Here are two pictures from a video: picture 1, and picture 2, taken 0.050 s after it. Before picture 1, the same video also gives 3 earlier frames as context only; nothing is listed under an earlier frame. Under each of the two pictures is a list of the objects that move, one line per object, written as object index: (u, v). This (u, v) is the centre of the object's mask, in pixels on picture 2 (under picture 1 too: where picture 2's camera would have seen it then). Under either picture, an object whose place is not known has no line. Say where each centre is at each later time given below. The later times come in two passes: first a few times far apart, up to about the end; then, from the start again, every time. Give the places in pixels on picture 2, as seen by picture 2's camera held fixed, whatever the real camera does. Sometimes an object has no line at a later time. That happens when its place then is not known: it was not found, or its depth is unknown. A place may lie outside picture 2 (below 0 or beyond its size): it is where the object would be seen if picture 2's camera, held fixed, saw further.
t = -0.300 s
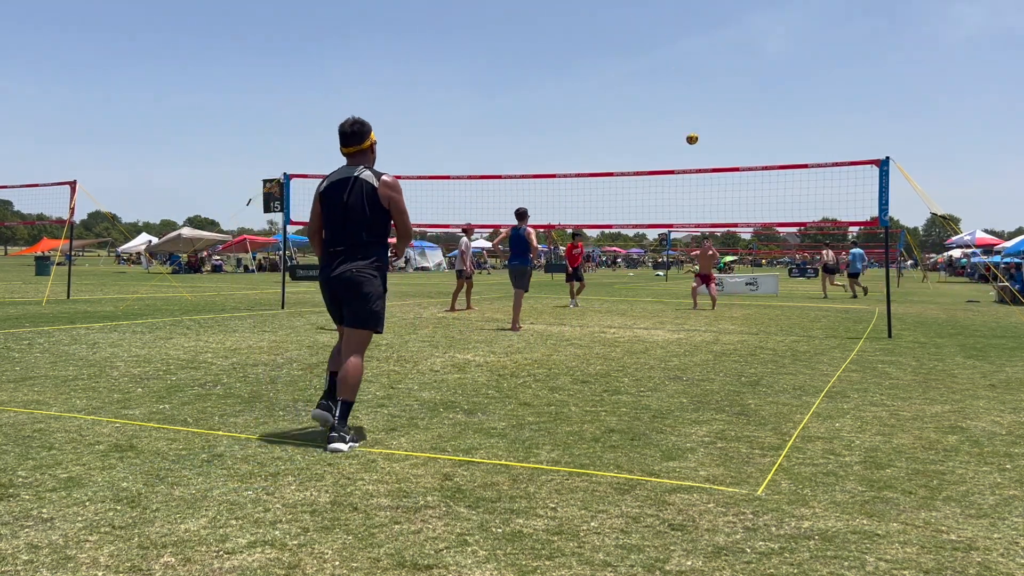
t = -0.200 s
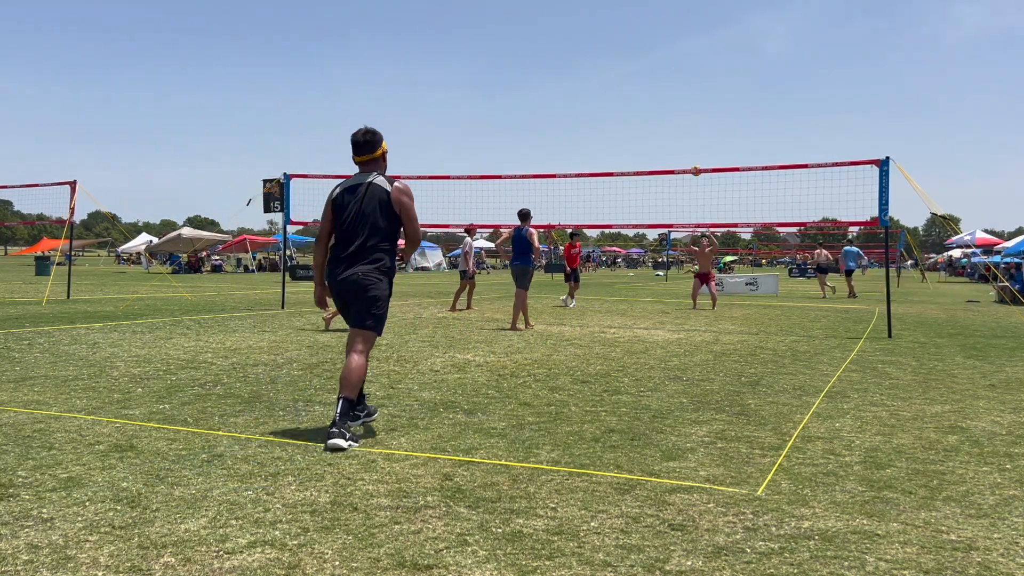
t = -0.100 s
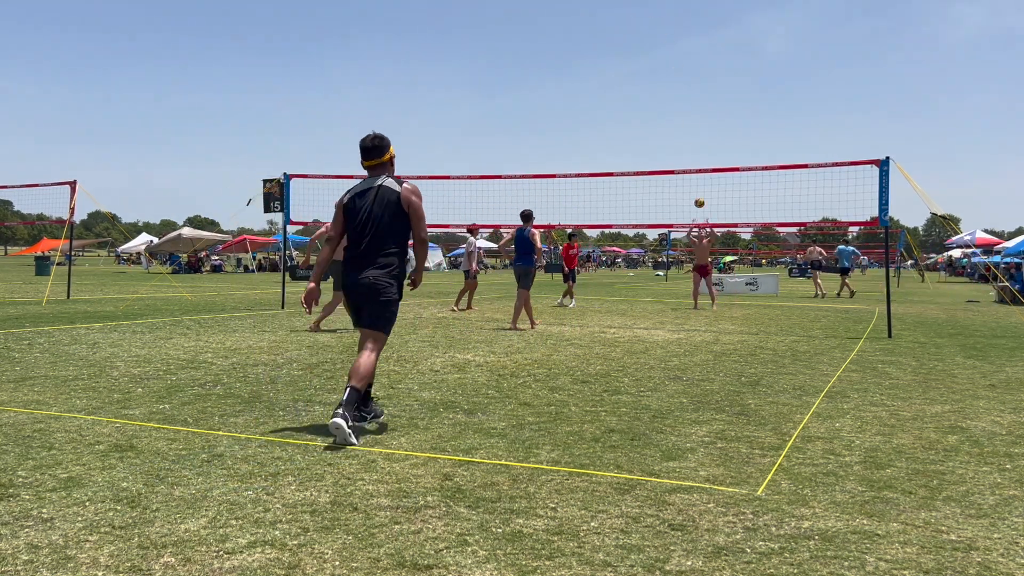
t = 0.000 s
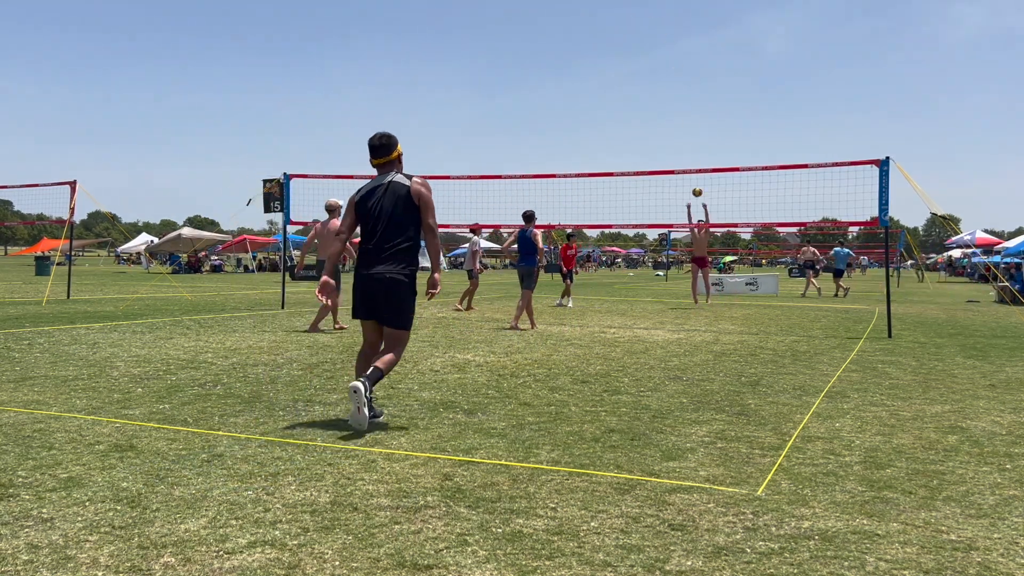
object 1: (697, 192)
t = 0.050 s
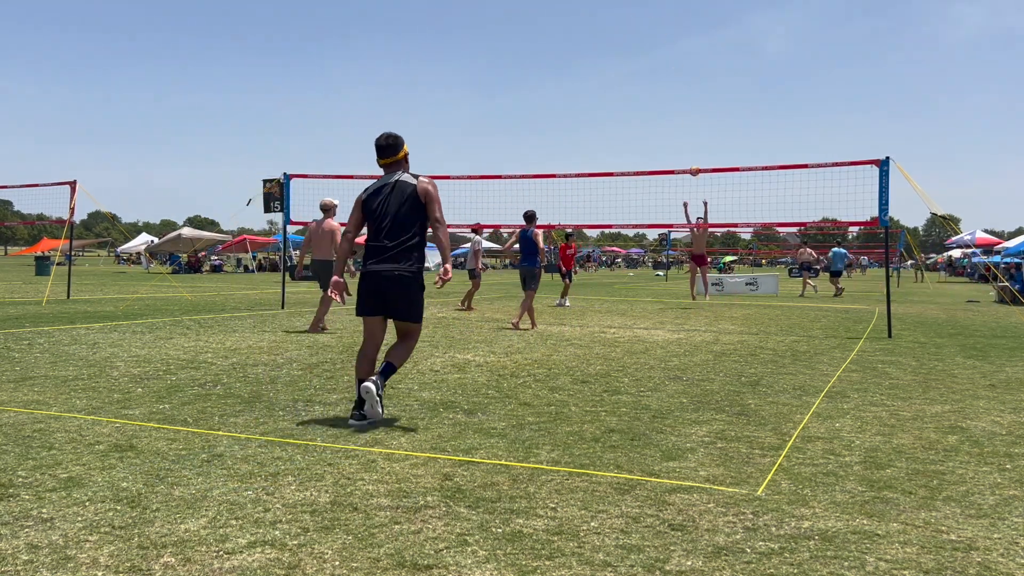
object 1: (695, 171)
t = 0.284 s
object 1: (680, 90)
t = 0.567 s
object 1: (661, 28)
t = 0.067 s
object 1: (693, 164)
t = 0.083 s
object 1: (692, 158)
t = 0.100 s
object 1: (691, 152)
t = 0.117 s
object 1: (690, 145)
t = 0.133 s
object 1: (689, 139)
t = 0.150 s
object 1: (688, 133)
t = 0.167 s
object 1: (687, 127)
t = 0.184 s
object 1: (686, 121)
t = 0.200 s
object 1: (685, 116)
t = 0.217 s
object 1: (684, 110)
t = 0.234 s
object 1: (683, 105)
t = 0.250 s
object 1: (682, 100)
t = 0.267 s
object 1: (681, 95)
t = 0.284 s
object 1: (680, 90)
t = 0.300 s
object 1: (679, 85)
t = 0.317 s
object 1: (678, 81)
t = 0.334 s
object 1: (677, 76)
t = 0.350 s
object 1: (676, 72)
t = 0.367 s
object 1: (675, 68)
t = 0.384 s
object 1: (673, 64)
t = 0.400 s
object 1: (672, 60)
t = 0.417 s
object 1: (671, 56)
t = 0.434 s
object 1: (670, 52)
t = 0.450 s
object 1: (669, 48)
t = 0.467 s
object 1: (668, 45)
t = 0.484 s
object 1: (667, 42)
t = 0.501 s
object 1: (666, 39)
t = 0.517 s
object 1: (665, 36)
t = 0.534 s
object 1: (663, 33)
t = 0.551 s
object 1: (662, 30)
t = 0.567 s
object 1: (661, 28)
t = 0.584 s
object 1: (660, 26)
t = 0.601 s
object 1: (659, 23)
